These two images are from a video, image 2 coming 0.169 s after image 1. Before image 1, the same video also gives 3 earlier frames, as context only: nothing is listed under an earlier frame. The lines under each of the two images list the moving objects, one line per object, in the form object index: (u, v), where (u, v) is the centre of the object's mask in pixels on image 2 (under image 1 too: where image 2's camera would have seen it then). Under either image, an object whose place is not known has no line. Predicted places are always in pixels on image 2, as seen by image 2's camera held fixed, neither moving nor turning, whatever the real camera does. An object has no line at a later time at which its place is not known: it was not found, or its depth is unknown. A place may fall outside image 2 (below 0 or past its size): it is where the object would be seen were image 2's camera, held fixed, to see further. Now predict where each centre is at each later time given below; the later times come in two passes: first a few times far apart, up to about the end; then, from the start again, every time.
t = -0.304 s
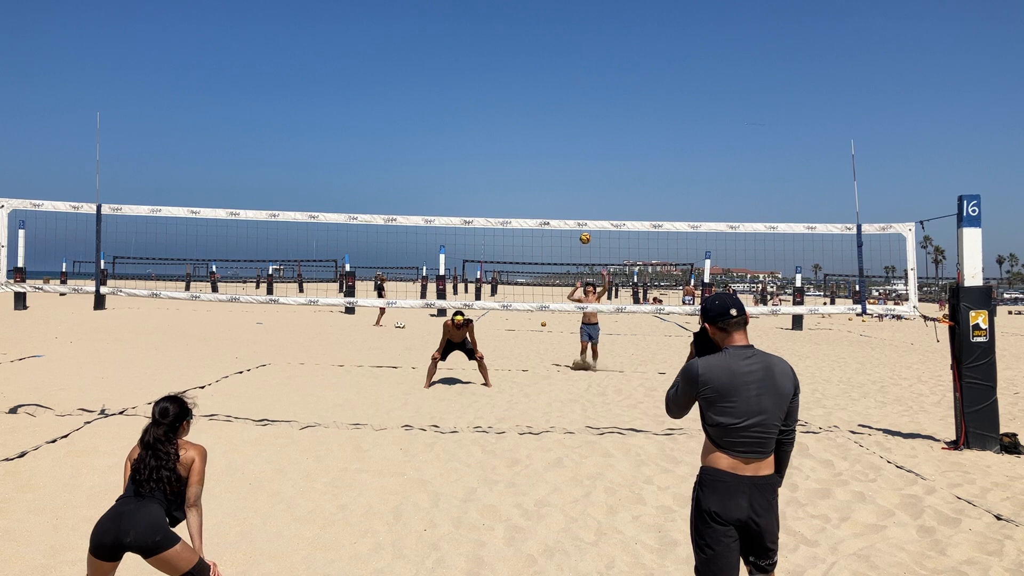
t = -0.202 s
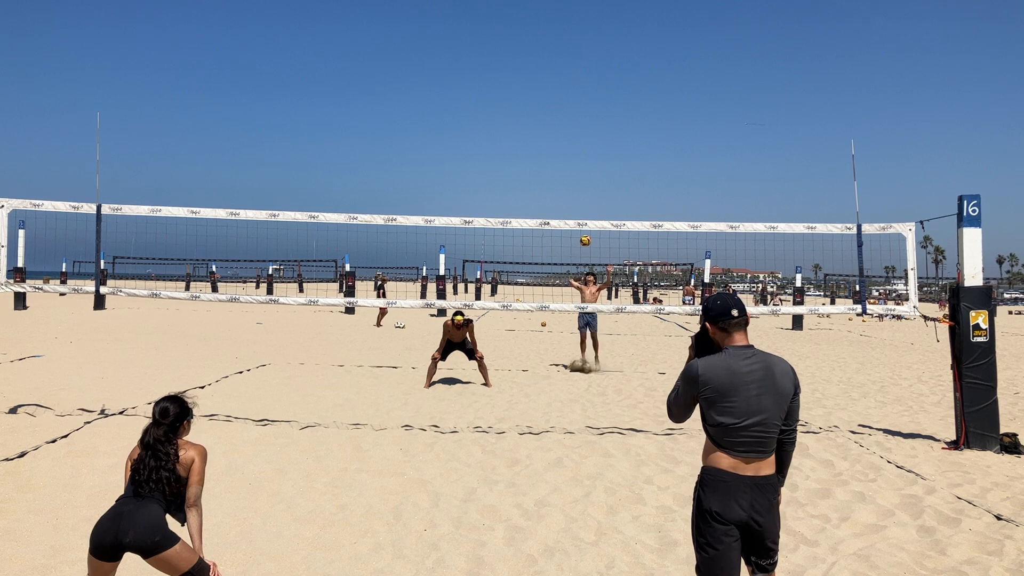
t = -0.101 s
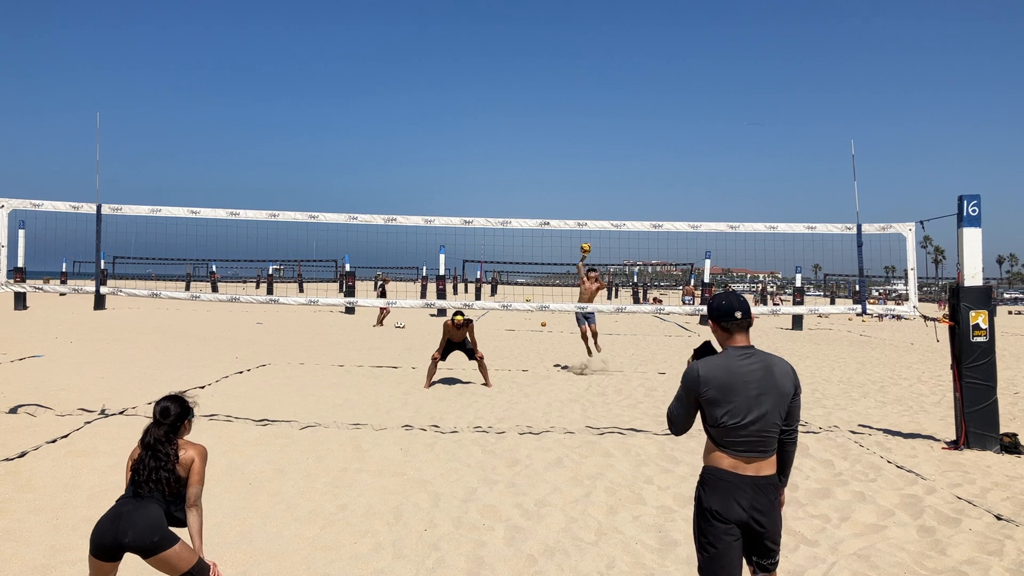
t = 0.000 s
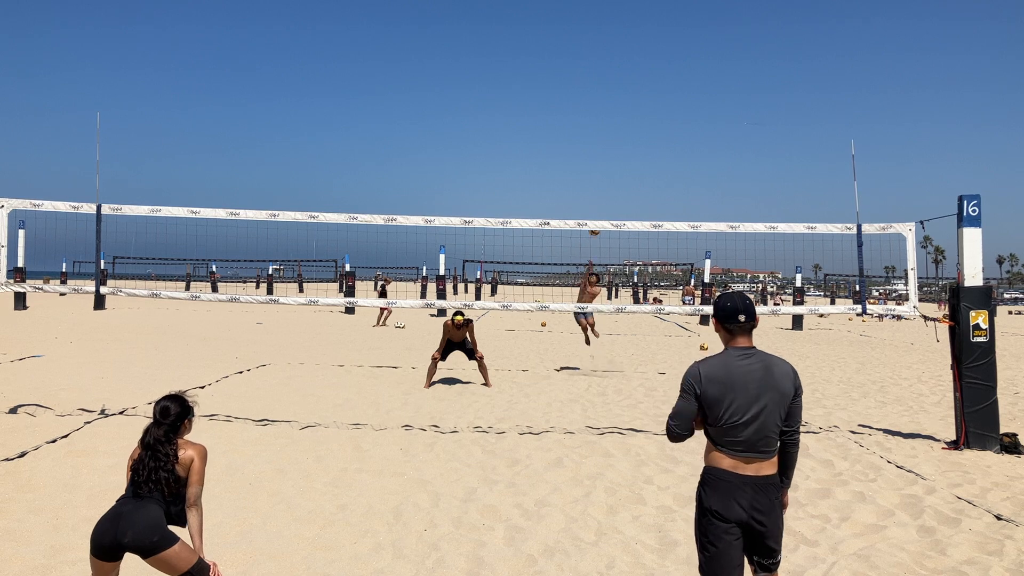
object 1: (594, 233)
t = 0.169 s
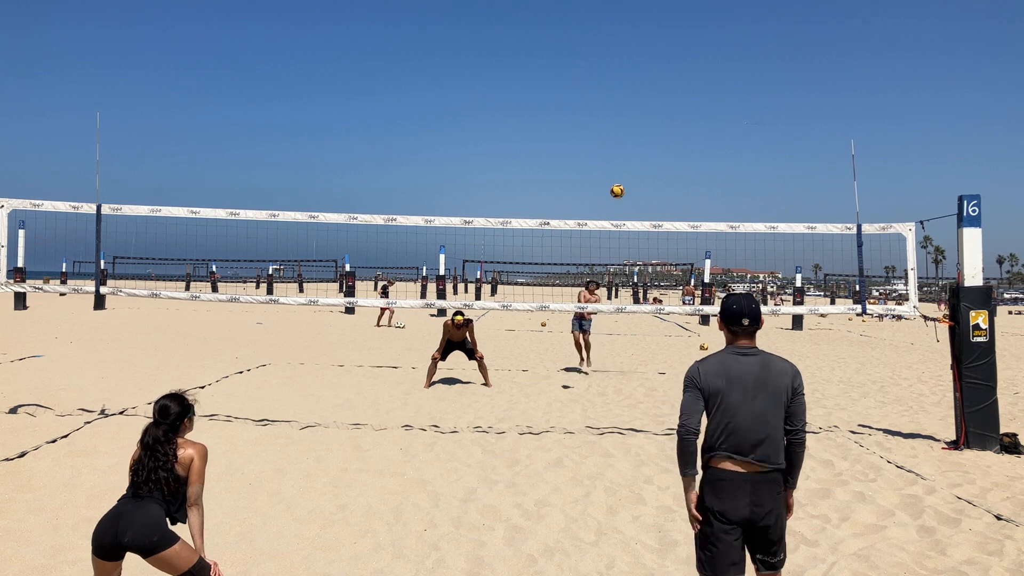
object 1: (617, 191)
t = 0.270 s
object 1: (636, 171)
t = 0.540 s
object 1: (719, 140)
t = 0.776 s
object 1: (866, 175)
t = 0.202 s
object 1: (623, 184)
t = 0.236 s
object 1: (630, 177)
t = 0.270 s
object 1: (636, 171)
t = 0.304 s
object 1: (644, 166)
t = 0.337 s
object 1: (652, 161)
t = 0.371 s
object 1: (661, 156)
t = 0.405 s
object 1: (671, 151)
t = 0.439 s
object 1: (681, 147)
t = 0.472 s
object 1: (693, 144)
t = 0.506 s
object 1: (705, 141)
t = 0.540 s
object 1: (719, 140)
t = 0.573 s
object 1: (735, 139)
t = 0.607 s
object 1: (752, 140)
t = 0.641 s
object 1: (770, 143)
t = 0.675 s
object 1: (790, 148)
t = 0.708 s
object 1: (812, 154)
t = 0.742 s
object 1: (838, 163)
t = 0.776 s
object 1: (866, 175)
